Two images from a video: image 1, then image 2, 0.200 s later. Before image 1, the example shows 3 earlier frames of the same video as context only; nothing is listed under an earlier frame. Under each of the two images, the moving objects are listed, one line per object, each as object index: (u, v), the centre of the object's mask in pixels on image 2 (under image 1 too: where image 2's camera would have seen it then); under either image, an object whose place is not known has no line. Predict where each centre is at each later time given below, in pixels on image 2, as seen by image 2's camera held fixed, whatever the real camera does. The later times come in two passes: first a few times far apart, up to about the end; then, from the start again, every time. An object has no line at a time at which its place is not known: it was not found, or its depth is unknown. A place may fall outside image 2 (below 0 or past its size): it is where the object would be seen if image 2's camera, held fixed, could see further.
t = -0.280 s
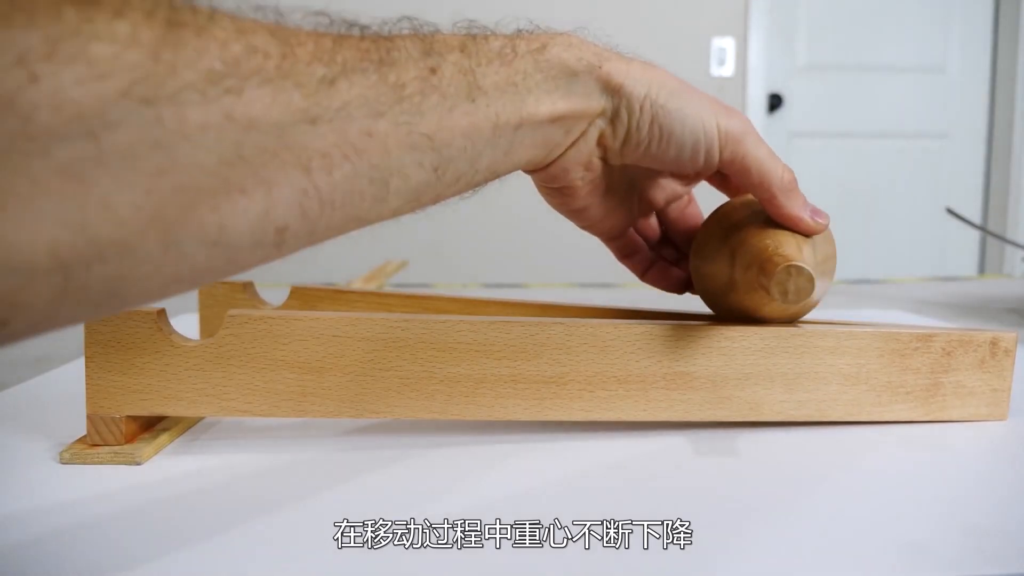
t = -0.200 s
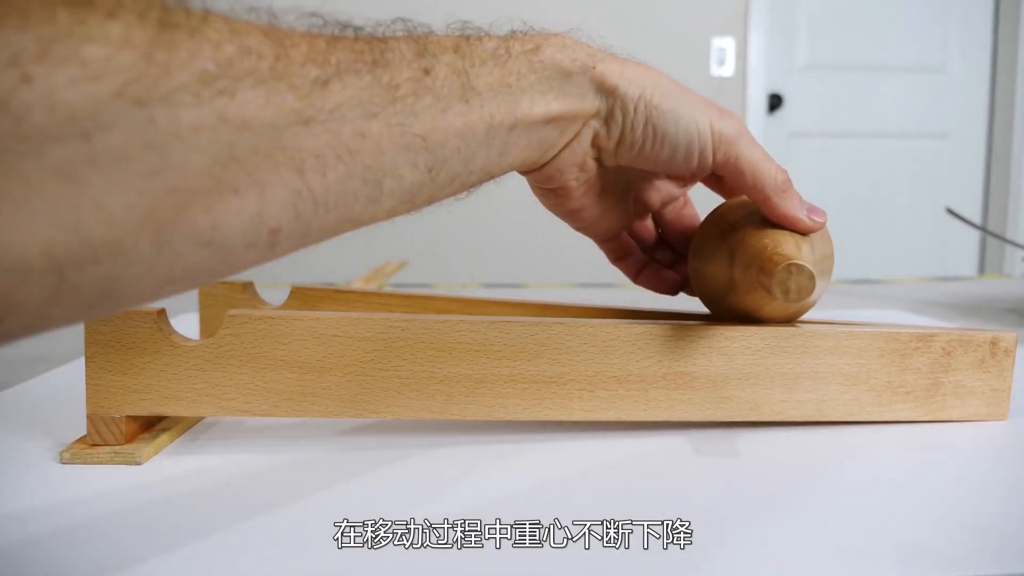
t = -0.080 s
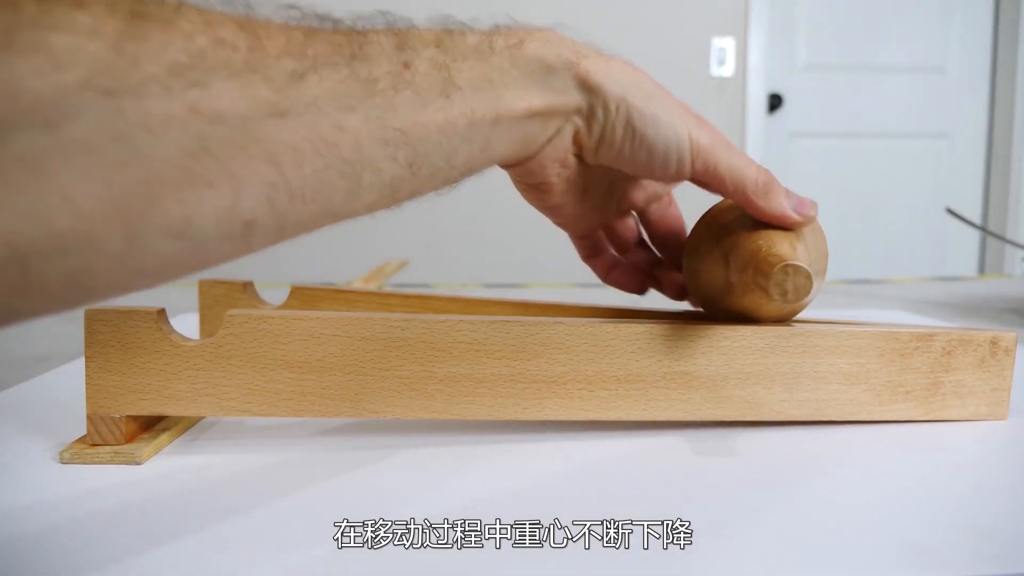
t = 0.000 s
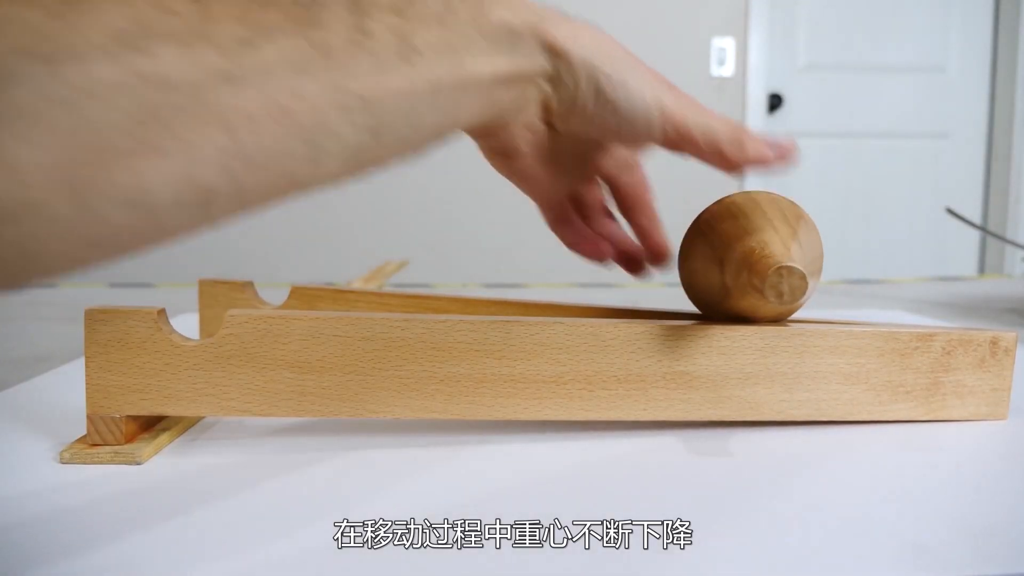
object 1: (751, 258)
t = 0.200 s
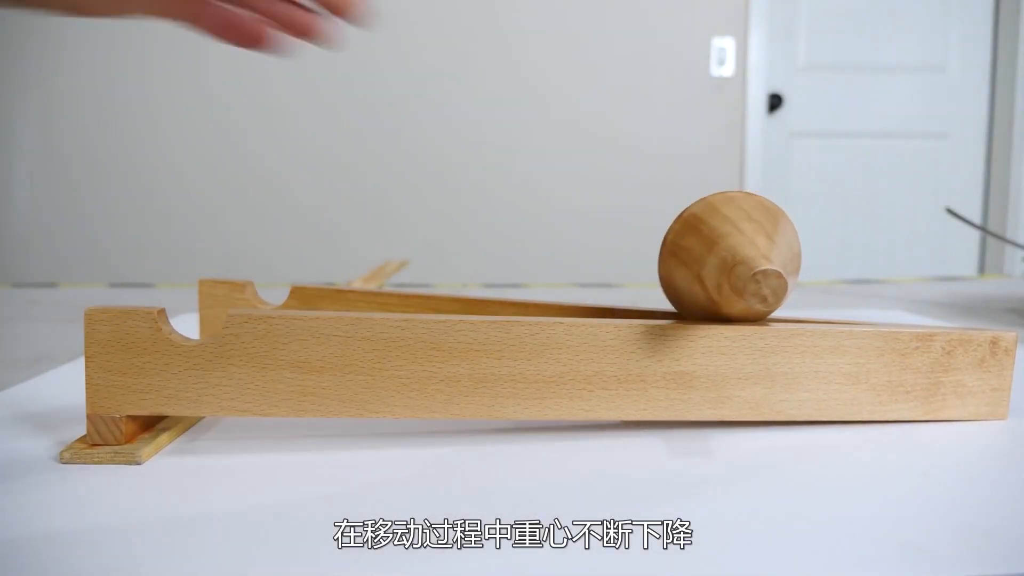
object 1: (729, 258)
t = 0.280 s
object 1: (718, 258)
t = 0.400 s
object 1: (700, 258)
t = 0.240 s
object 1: (723, 258)
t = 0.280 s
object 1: (718, 258)
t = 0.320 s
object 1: (713, 258)
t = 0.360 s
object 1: (705, 258)
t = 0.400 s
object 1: (700, 258)
